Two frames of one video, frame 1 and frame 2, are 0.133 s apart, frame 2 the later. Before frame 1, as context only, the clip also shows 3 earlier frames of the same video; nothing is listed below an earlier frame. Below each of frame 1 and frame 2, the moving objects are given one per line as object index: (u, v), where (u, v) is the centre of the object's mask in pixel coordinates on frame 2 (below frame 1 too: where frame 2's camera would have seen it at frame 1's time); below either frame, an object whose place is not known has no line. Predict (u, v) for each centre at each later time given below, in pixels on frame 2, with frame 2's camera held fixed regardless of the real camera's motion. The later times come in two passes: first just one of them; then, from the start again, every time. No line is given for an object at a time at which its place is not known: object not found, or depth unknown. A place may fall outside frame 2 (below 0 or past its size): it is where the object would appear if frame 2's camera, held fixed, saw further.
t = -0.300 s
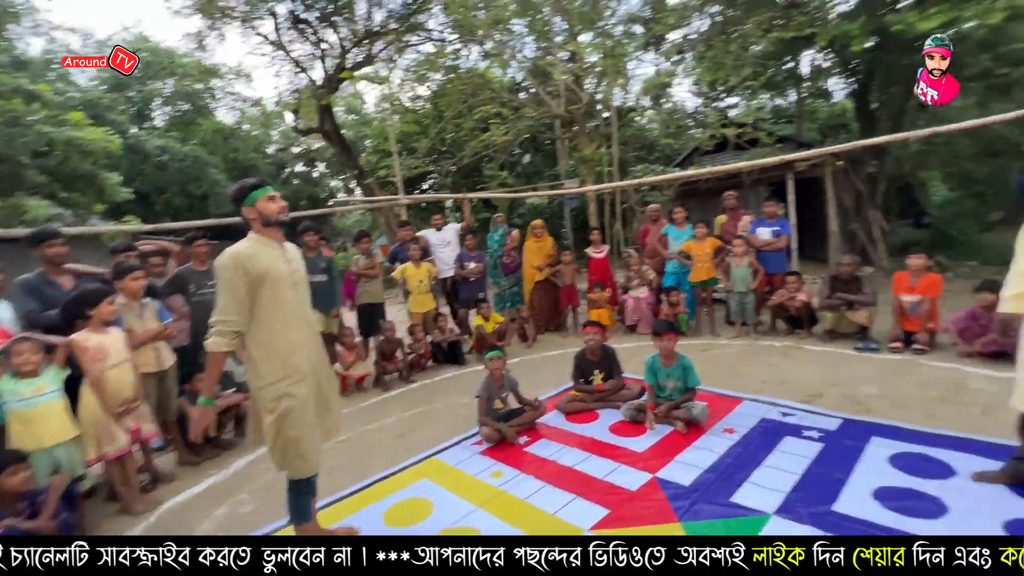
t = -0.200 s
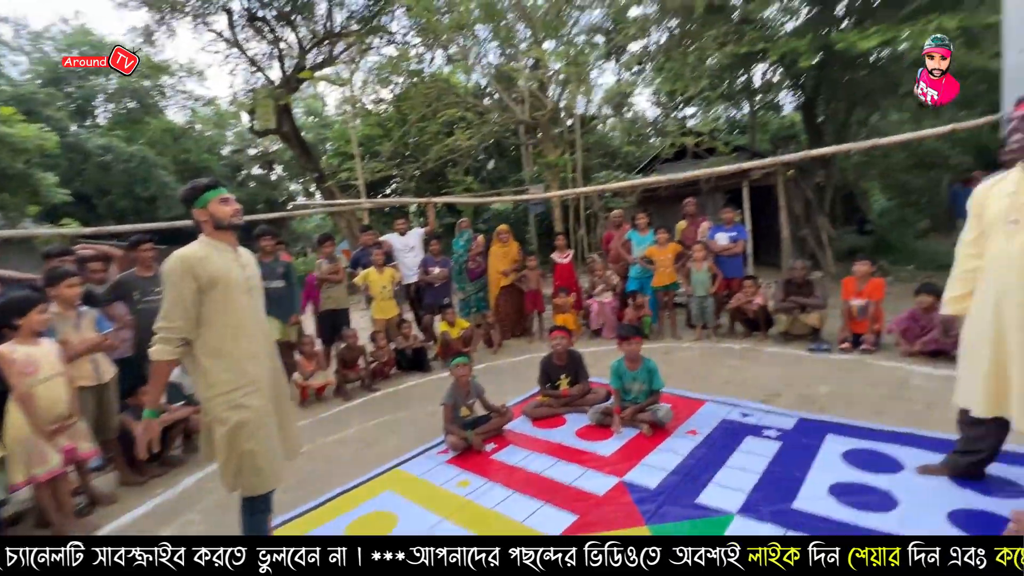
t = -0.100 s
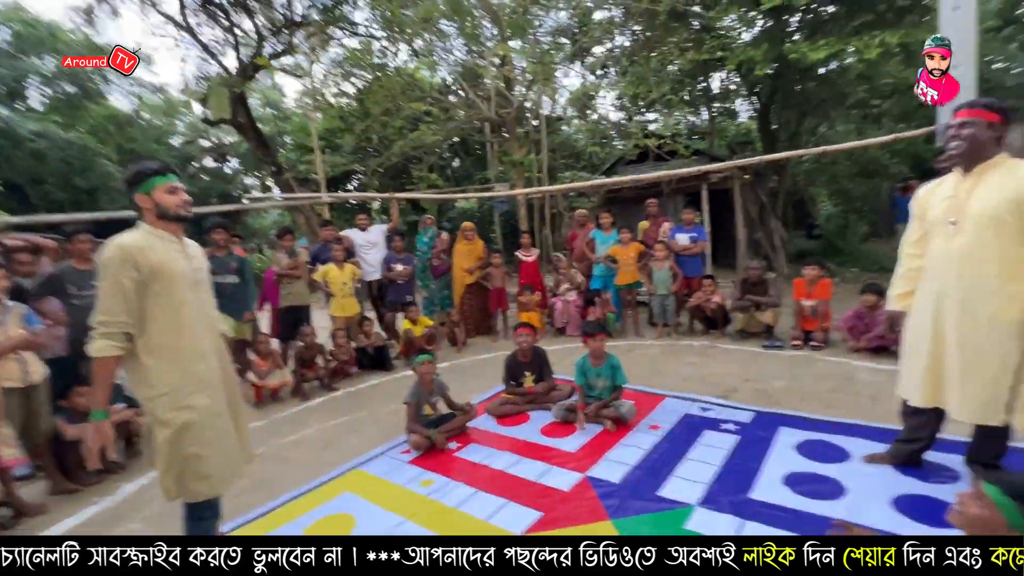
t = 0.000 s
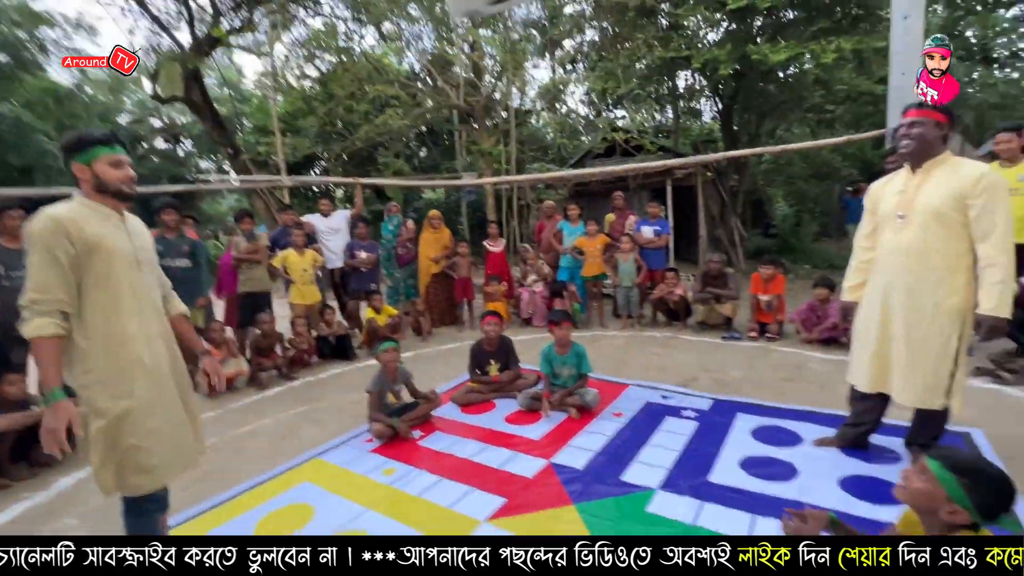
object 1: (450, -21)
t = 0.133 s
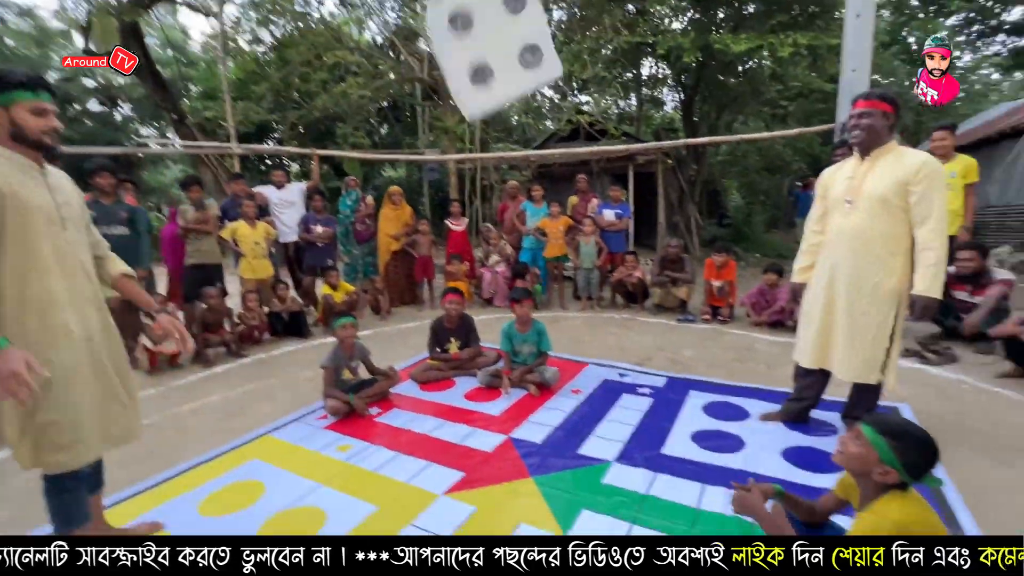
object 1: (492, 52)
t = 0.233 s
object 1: (520, 177)
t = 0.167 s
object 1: (502, 87)
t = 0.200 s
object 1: (511, 131)
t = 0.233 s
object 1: (520, 177)
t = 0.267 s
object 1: (526, 225)
